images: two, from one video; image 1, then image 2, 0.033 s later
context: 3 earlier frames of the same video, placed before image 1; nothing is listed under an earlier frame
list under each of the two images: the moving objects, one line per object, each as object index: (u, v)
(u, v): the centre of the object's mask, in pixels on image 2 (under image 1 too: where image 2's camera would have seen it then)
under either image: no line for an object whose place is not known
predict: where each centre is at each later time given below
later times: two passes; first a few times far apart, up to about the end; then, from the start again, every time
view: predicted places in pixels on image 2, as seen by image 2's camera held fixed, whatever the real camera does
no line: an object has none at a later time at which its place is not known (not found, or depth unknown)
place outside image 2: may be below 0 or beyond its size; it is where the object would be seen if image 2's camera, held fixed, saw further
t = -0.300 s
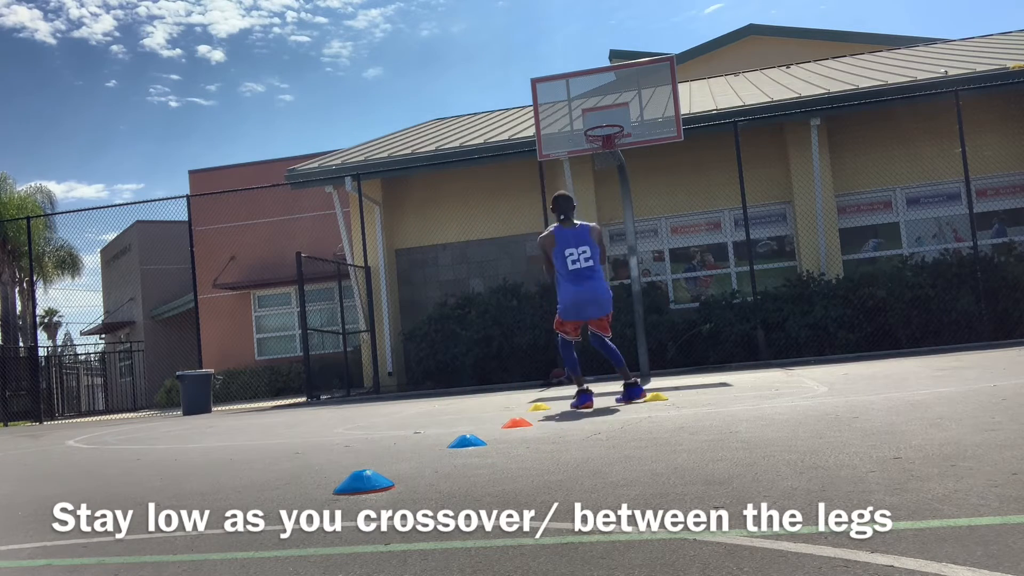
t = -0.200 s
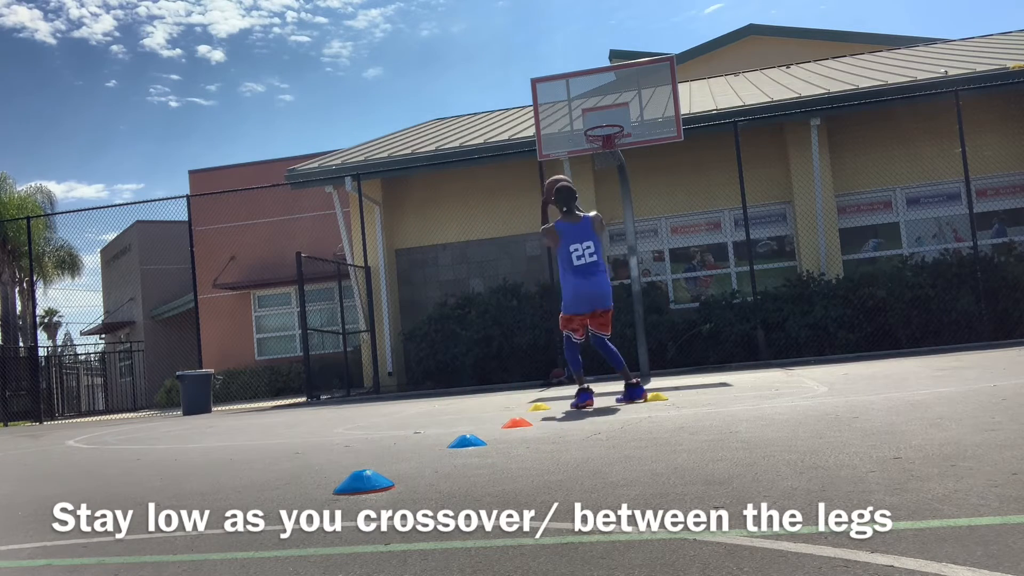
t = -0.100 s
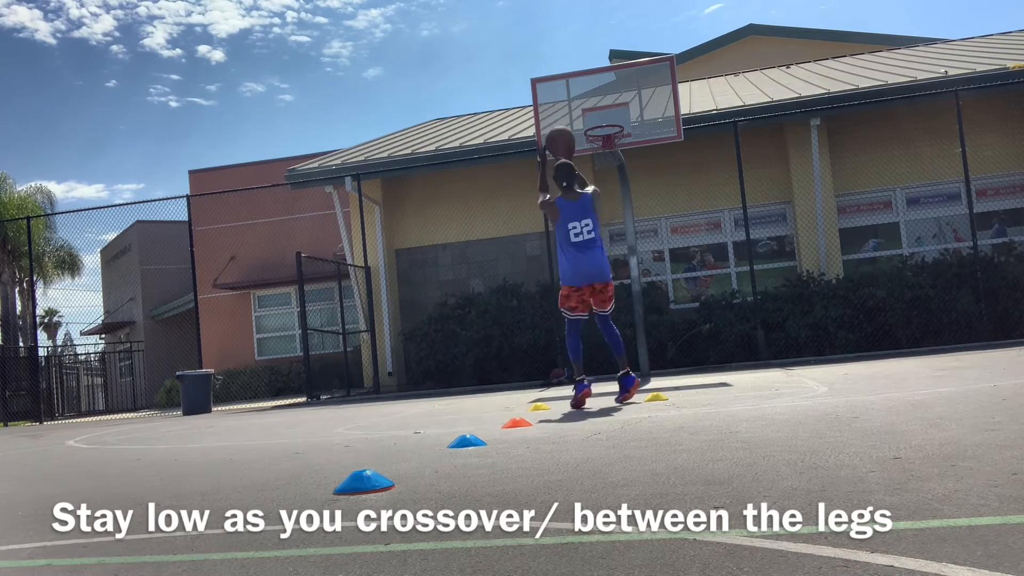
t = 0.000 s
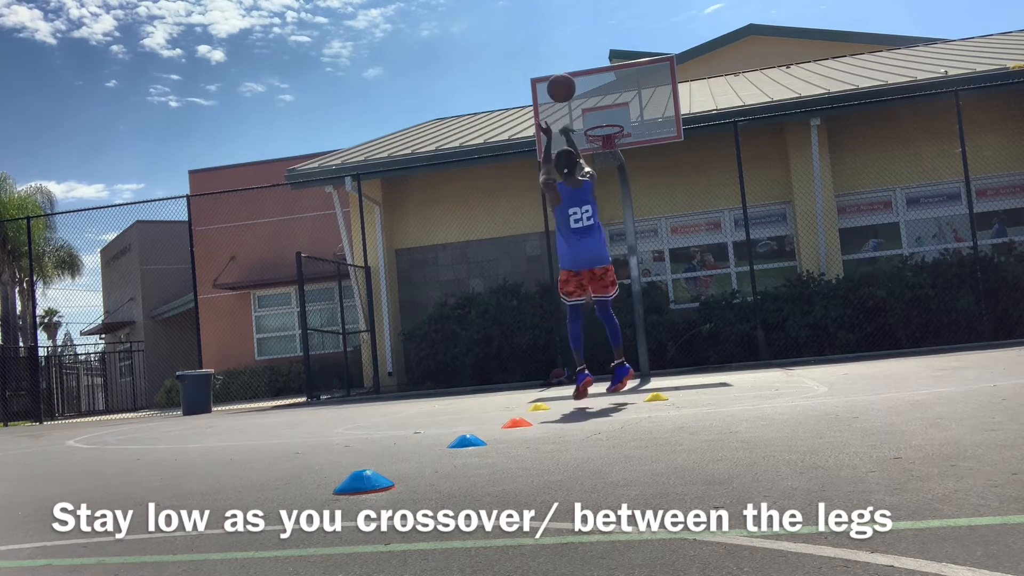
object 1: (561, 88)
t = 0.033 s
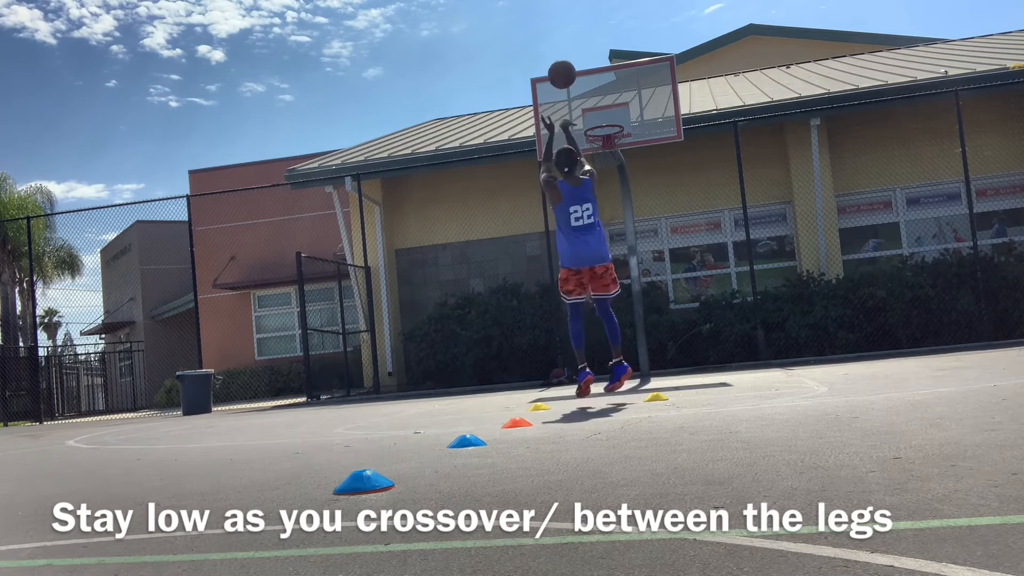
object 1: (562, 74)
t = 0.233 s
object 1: (568, 26)
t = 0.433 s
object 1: (577, 24)
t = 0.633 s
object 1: (588, 56)
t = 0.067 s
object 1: (563, 62)
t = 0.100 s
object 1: (564, 52)
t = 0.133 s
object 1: (564, 43)
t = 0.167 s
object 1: (566, 36)
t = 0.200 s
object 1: (567, 30)
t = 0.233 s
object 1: (568, 26)
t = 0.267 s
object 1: (569, 23)
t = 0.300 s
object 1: (571, 21)
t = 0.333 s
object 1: (572, 20)
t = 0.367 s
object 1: (573, 20)
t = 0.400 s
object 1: (575, 22)
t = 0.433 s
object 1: (577, 24)
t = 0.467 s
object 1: (579, 27)
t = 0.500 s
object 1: (580, 31)
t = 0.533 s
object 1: (582, 36)
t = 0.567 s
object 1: (584, 42)
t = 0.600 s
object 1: (586, 48)
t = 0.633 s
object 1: (588, 56)
